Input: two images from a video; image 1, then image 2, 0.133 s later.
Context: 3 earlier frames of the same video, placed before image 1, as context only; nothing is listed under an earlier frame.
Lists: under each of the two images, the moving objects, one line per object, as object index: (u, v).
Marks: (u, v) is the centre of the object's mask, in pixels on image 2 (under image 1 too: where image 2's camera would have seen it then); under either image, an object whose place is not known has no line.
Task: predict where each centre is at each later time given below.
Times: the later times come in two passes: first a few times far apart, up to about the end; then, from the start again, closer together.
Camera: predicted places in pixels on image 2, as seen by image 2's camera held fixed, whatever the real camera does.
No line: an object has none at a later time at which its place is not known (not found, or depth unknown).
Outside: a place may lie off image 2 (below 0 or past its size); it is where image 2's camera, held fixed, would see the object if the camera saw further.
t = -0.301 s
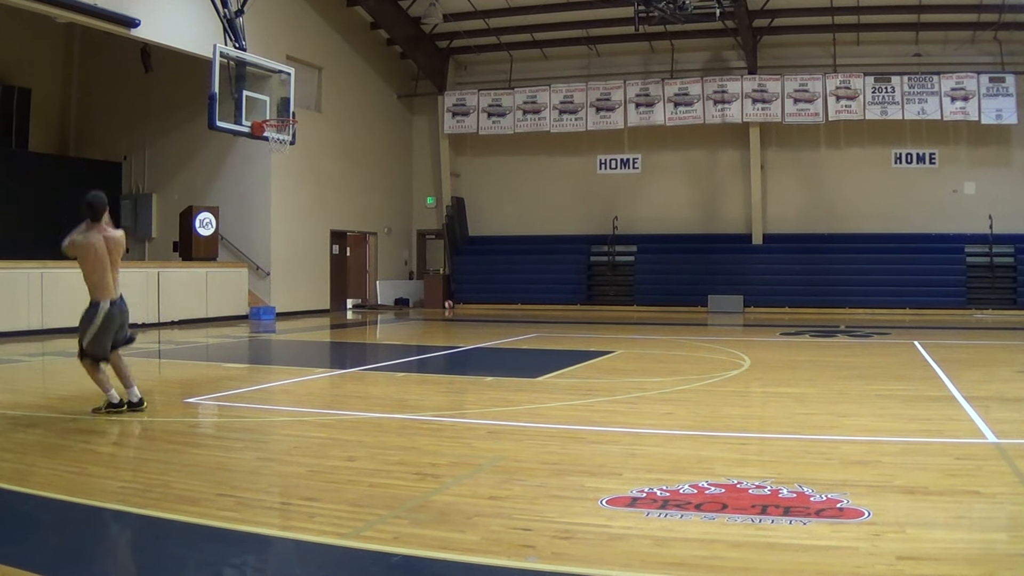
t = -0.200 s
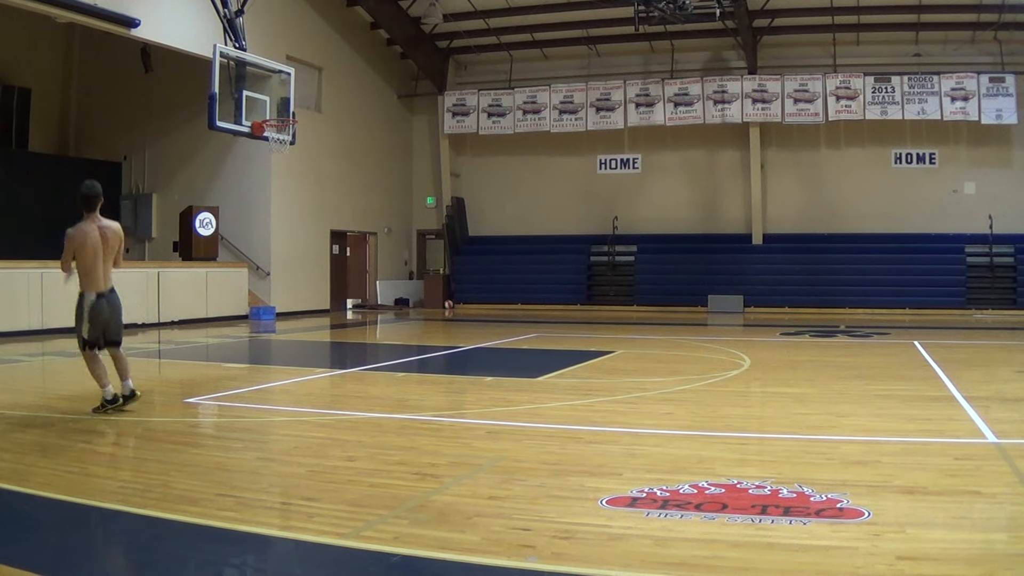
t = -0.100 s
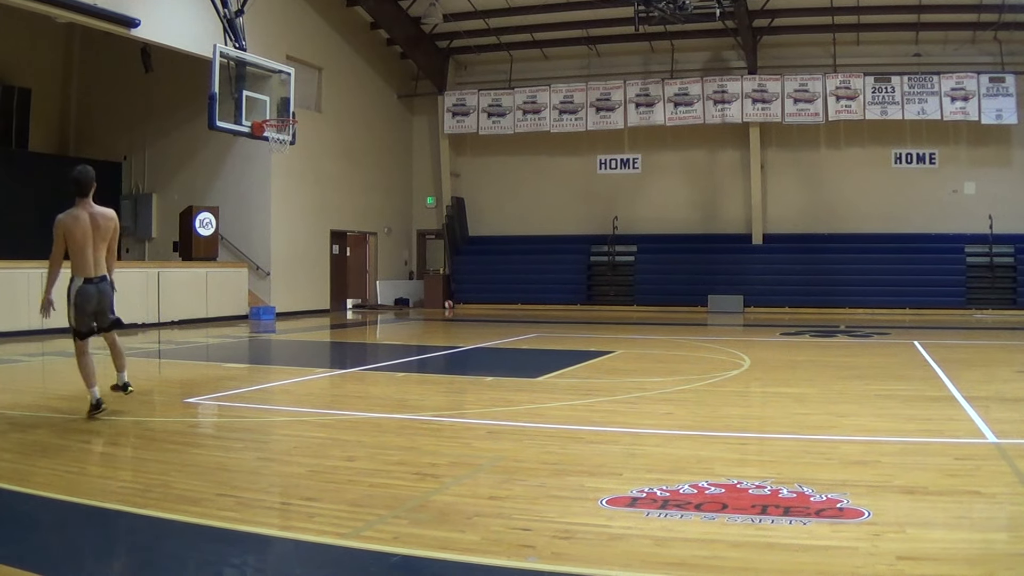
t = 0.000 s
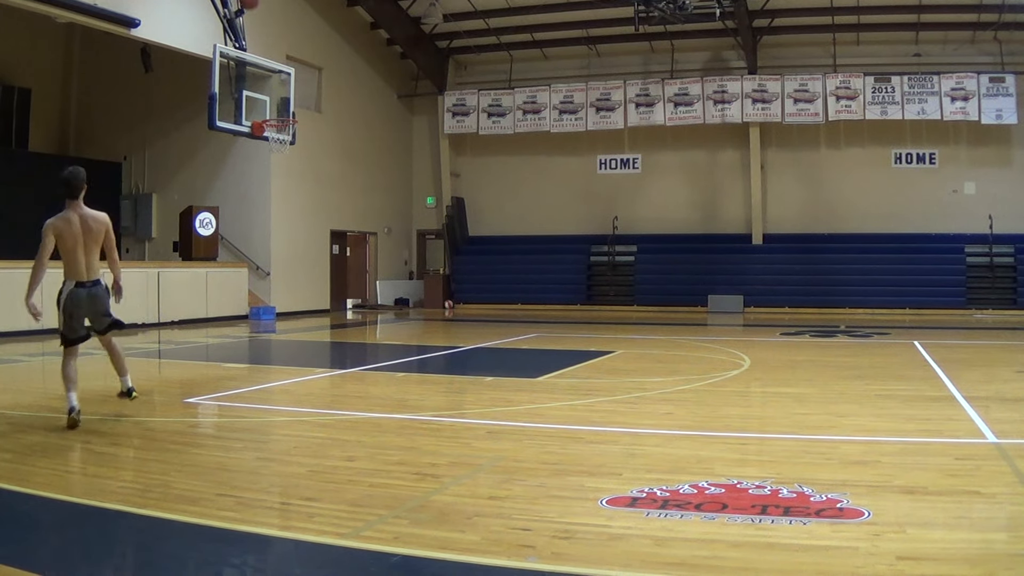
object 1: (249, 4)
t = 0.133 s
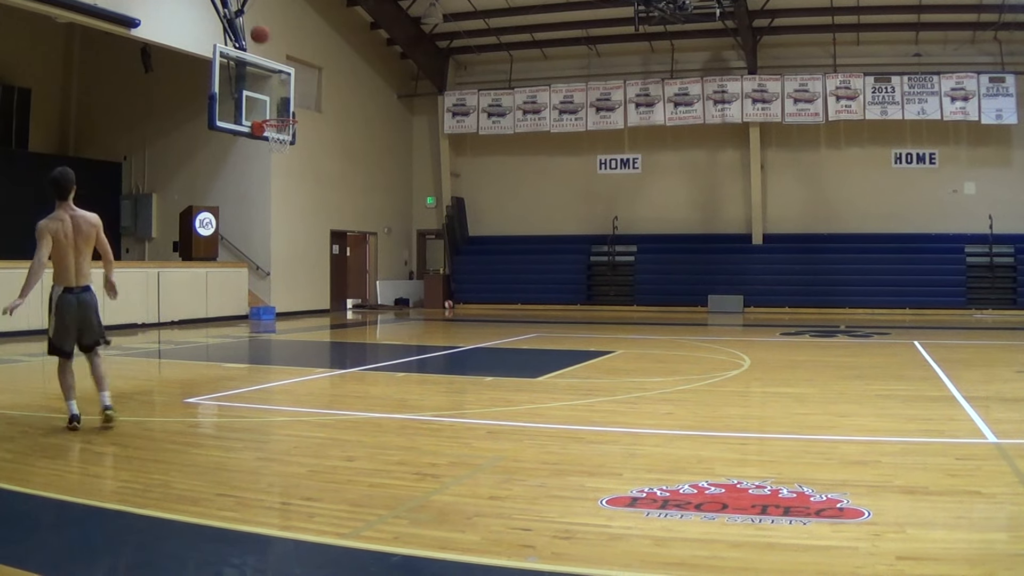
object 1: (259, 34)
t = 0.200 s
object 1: (265, 55)
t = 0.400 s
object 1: (279, 111)
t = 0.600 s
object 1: (302, 60)
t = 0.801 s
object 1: (326, 33)
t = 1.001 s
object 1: (352, 38)
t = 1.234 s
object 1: (385, 88)
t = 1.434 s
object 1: (418, 181)
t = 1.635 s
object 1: (456, 329)
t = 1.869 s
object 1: (494, 277)
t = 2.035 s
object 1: (518, 205)
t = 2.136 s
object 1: (534, 177)
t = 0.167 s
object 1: (262, 44)
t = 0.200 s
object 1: (265, 55)
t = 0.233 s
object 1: (268, 67)
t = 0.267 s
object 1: (270, 77)
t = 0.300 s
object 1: (272, 89)
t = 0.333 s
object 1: (274, 103)
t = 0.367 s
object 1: (276, 113)
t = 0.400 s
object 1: (279, 111)
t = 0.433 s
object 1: (282, 102)
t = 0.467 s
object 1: (286, 92)
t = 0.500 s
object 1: (290, 83)
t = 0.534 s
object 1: (294, 75)
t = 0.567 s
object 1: (298, 66)
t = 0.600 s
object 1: (302, 60)
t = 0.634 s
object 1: (306, 54)
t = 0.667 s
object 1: (309, 48)
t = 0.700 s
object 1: (313, 43)
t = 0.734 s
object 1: (317, 39)
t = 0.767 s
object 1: (321, 36)
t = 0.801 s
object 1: (326, 33)
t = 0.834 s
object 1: (329, 32)
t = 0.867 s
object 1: (334, 31)
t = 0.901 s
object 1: (338, 31)
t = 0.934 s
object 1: (343, 33)
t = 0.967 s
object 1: (347, 35)
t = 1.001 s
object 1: (352, 38)
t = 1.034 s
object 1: (356, 41)
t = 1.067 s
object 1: (361, 47)
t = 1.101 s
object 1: (366, 53)
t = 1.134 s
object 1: (371, 60)
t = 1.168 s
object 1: (375, 68)
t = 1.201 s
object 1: (380, 77)
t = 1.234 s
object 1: (385, 88)
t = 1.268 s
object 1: (390, 100)
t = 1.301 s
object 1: (397, 114)
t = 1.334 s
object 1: (401, 128)
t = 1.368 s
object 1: (406, 144)
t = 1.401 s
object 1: (412, 162)
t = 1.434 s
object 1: (418, 181)
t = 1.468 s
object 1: (423, 201)
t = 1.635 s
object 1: (456, 329)
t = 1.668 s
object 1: (466, 363)
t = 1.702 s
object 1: (471, 374)
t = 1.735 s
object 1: (475, 354)
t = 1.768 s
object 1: (479, 331)
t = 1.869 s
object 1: (494, 277)
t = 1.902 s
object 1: (499, 261)
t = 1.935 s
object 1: (504, 246)
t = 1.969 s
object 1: (508, 232)
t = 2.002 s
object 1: (513, 218)
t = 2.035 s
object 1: (518, 205)
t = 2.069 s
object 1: (523, 195)
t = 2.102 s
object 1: (528, 185)
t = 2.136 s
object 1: (534, 177)
